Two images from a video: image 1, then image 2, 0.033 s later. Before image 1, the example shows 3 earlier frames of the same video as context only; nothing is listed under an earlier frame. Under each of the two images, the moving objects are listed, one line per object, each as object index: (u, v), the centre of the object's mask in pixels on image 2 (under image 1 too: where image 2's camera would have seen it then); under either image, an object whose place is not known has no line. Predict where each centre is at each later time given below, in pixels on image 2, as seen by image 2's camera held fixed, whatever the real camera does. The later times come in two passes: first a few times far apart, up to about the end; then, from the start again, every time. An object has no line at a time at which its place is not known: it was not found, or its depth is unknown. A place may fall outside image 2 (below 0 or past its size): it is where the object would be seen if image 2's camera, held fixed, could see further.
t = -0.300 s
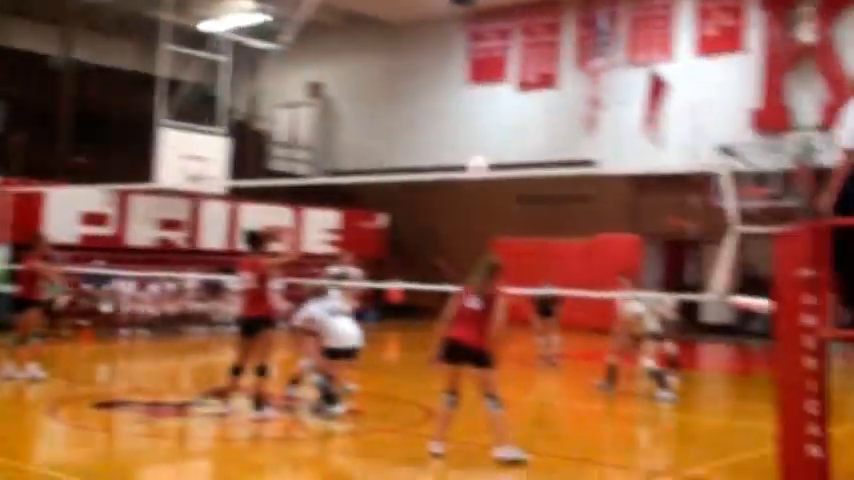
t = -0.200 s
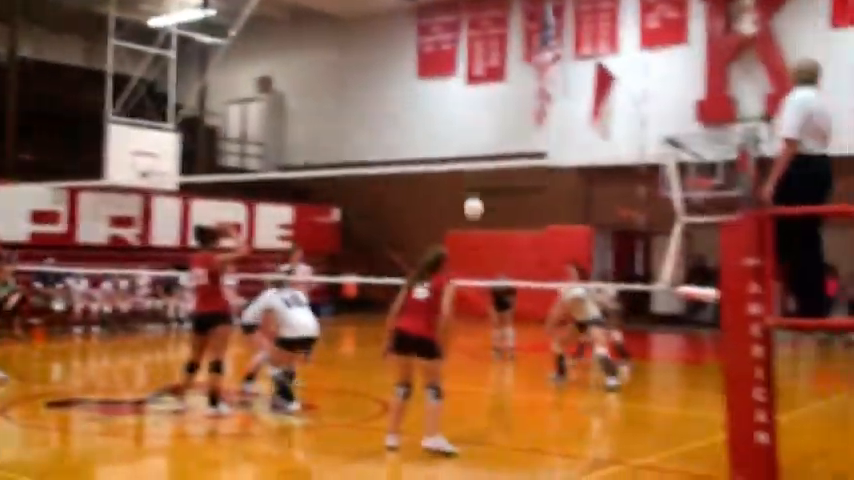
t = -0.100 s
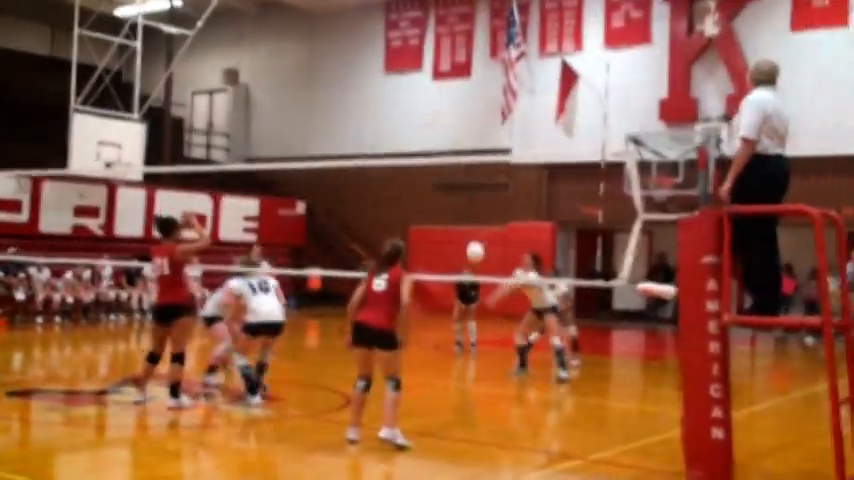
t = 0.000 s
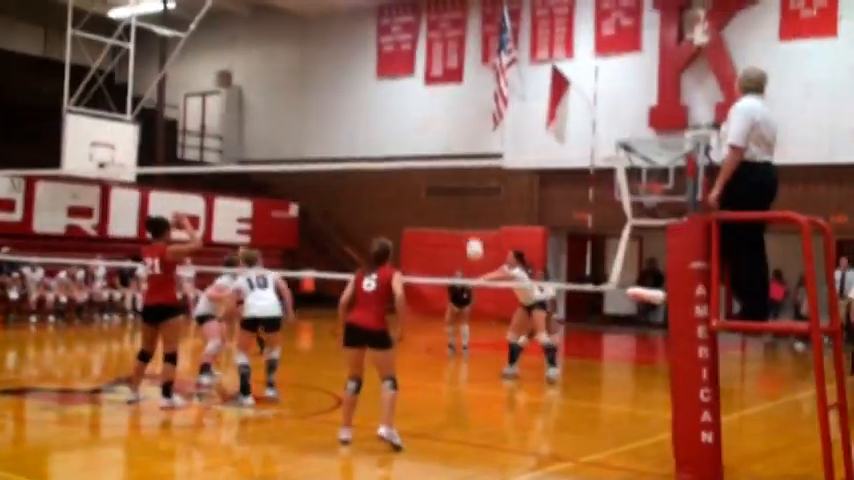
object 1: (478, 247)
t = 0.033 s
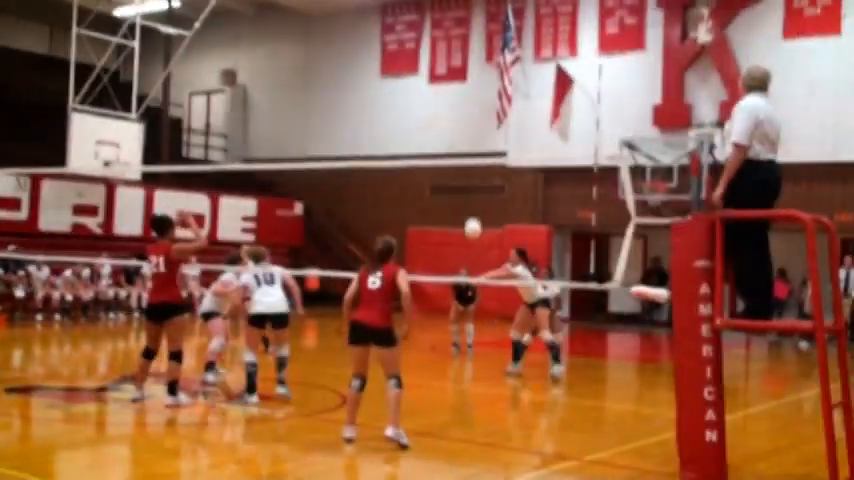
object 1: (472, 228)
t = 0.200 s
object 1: (443, 143)
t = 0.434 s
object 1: (400, 61)
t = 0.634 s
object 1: (357, 18)
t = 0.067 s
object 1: (467, 210)
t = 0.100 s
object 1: (461, 192)
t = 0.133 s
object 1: (454, 177)
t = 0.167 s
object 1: (449, 157)
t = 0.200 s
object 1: (443, 143)
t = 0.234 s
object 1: (438, 130)
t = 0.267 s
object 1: (431, 117)
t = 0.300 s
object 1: (425, 105)
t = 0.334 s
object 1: (419, 92)
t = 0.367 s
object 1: (414, 80)
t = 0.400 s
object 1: (407, 70)
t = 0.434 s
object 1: (400, 61)
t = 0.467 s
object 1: (394, 53)
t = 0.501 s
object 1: (387, 44)
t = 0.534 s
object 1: (380, 35)
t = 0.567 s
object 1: (372, 30)
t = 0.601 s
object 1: (364, 24)
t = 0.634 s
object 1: (357, 18)
